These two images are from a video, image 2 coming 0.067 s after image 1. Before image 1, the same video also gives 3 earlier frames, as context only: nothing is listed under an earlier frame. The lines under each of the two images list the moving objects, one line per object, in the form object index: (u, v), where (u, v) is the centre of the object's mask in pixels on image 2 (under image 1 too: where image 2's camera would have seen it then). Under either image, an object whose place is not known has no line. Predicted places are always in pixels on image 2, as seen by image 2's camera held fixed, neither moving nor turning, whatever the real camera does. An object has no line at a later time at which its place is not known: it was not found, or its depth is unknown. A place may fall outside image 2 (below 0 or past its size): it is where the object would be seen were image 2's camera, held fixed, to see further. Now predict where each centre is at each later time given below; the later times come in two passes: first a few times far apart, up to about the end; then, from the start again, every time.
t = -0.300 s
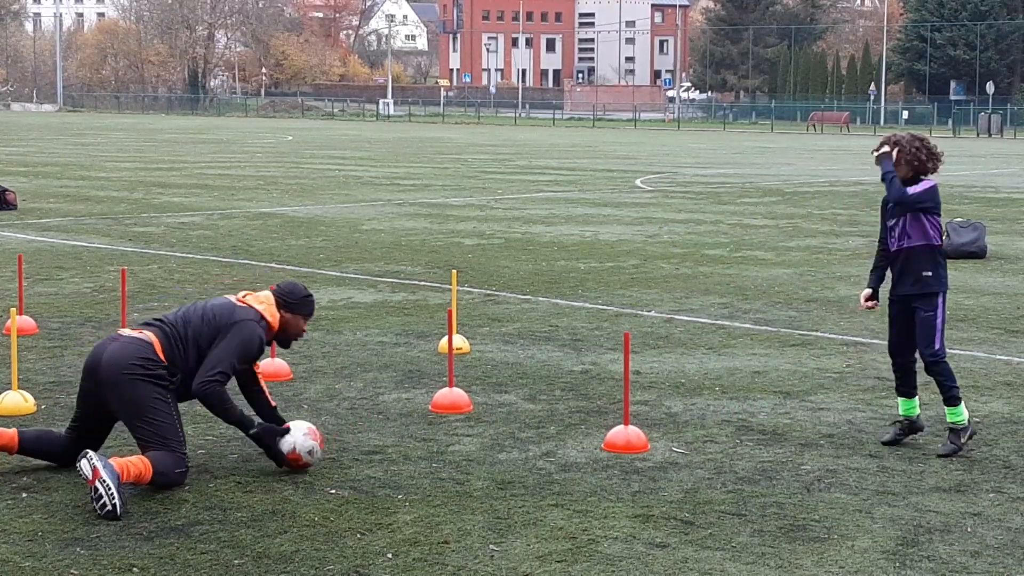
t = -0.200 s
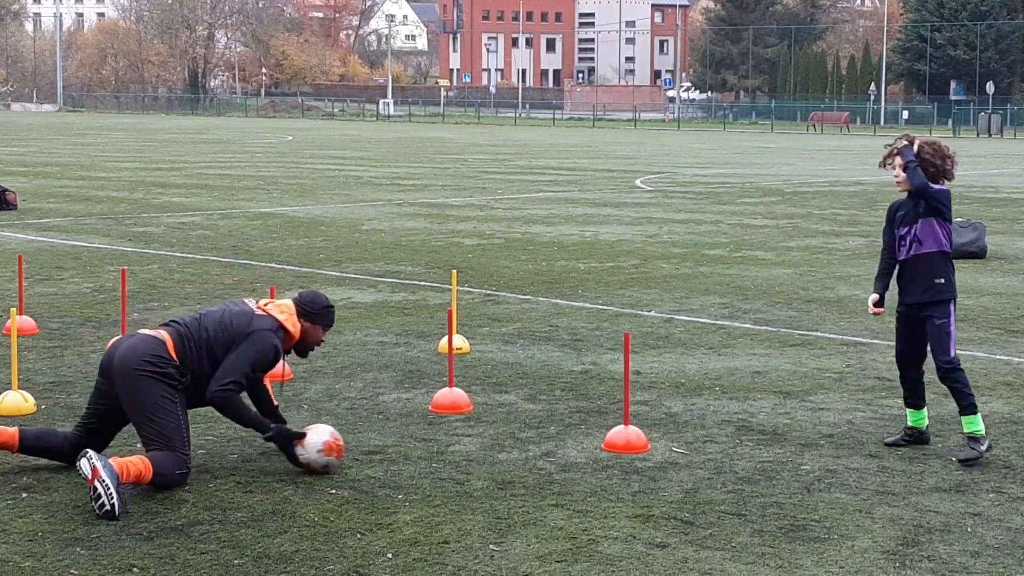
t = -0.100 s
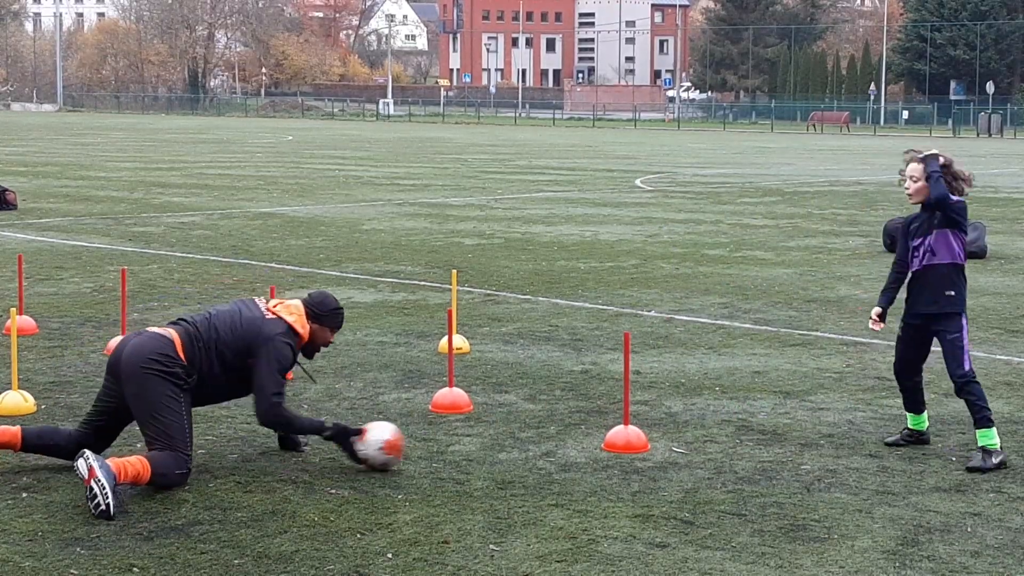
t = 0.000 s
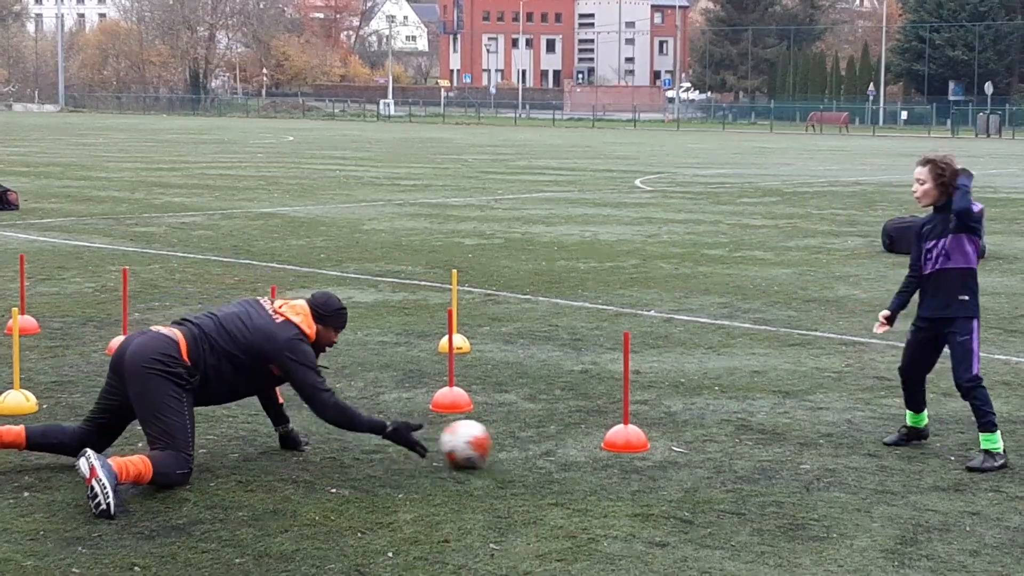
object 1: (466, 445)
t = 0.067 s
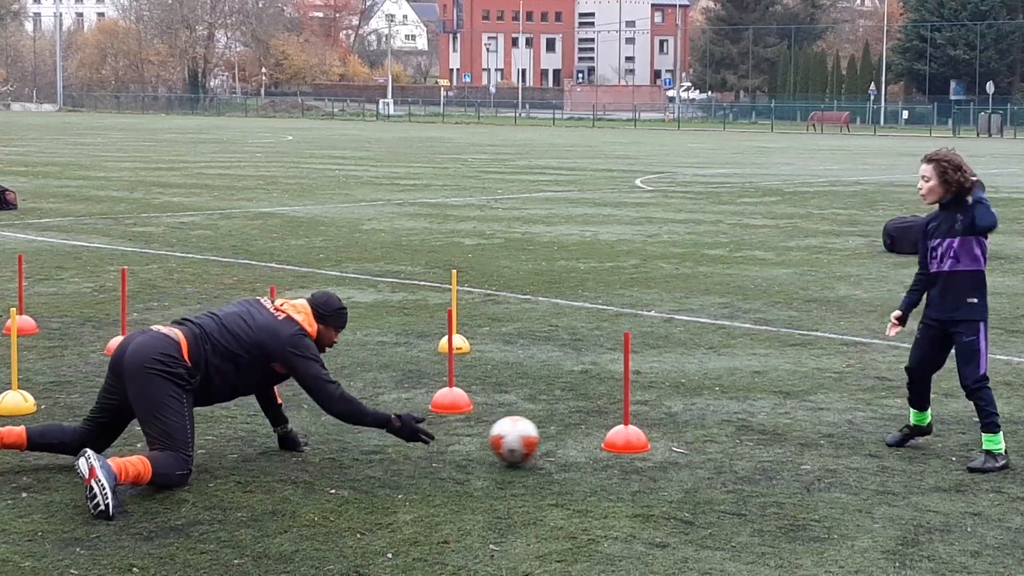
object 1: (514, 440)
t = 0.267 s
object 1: (635, 437)
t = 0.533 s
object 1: (760, 430)
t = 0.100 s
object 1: (539, 441)
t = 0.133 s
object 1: (560, 439)
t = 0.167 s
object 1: (579, 437)
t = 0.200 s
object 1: (600, 438)
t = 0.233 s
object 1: (619, 439)
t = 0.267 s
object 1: (635, 437)
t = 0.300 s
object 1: (651, 437)
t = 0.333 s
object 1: (668, 436)
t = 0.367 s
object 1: (683, 436)
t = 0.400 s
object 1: (698, 434)
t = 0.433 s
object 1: (715, 434)
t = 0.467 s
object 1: (730, 433)
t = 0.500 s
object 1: (746, 432)
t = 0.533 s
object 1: (760, 430)
